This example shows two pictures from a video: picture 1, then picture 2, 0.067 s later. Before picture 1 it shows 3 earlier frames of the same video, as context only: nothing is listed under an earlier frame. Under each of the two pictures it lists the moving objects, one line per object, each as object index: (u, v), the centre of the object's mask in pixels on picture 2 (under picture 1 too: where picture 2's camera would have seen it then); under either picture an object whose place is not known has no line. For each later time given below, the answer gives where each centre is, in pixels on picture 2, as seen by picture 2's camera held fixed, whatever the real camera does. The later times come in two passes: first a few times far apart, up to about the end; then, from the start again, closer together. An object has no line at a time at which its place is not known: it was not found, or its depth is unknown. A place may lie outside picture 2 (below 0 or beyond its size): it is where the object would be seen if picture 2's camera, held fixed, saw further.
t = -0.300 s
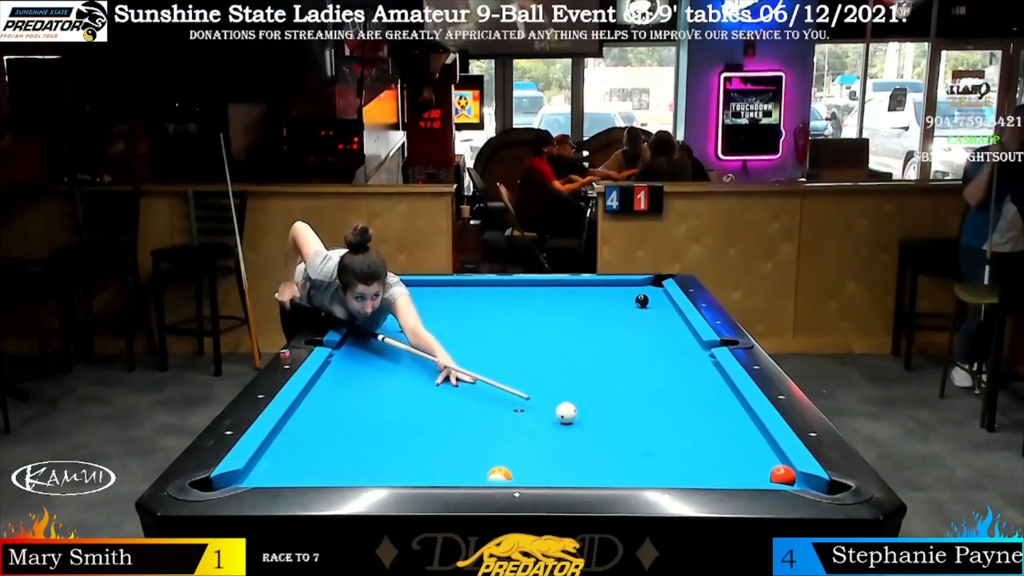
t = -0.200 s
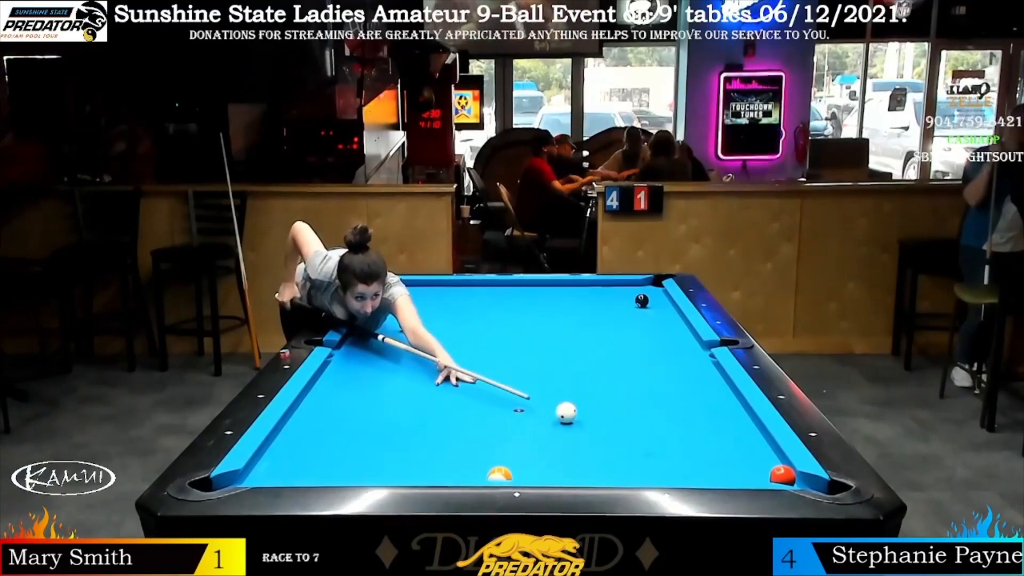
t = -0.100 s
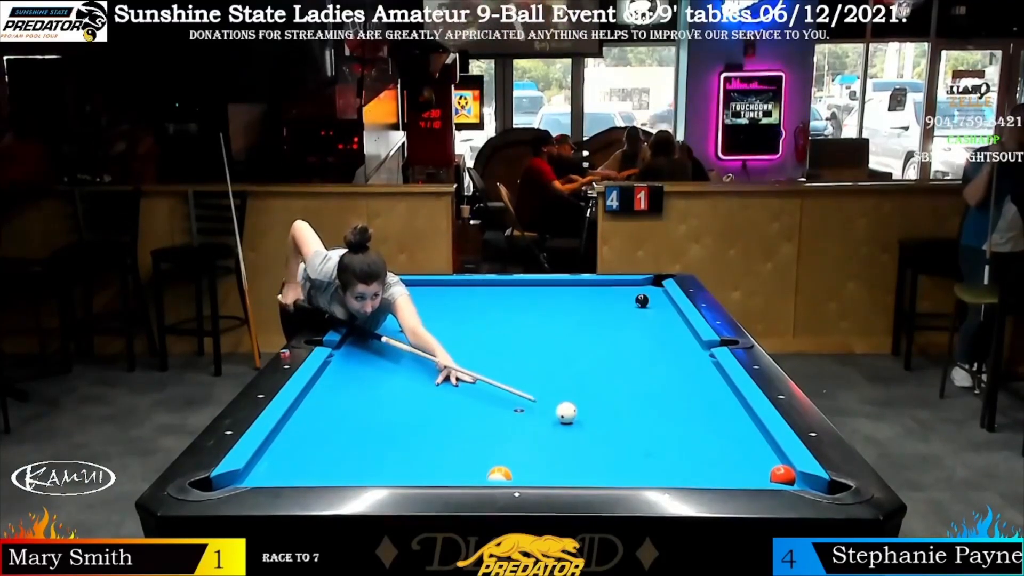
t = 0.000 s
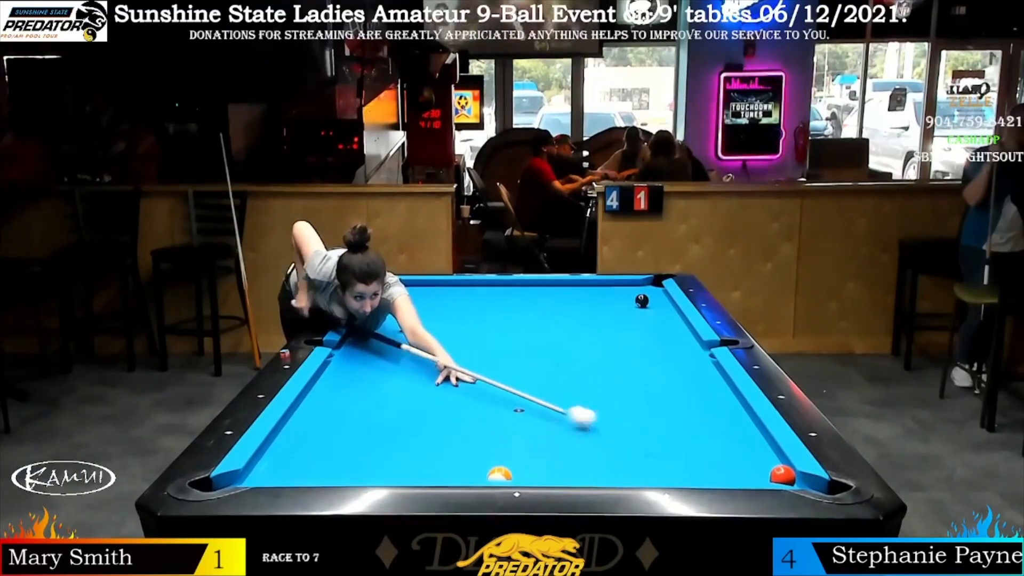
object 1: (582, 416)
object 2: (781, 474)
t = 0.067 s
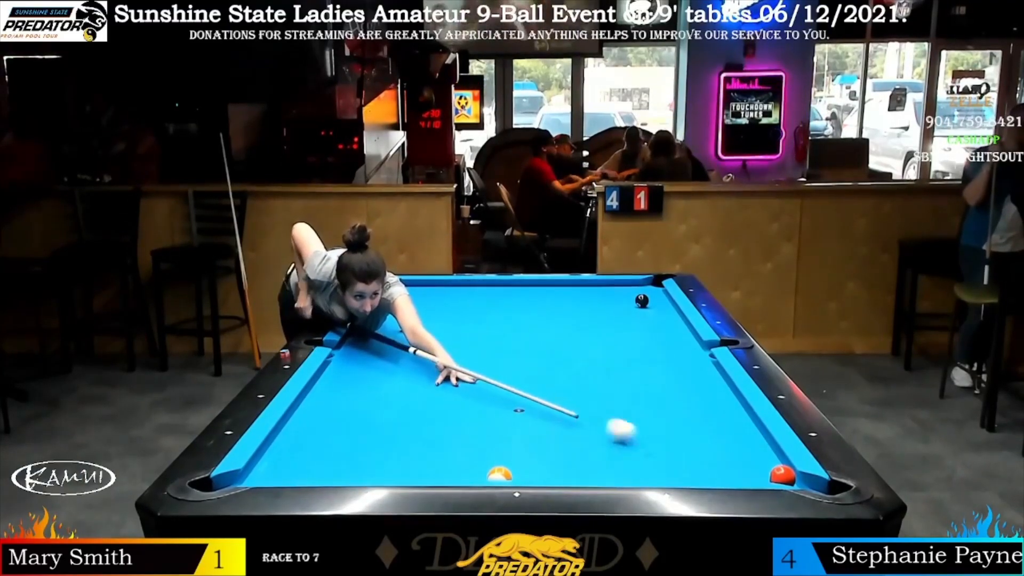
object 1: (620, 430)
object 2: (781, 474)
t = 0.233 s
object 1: (714, 461)
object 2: (781, 474)
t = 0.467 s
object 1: (749, 467)
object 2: (812, 488)
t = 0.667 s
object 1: (744, 450)
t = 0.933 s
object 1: (739, 429)
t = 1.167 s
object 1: (736, 413)
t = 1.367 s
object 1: (733, 401)
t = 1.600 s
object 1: (727, 389)
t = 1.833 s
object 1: (716, 379)
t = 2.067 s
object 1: (707, 370)
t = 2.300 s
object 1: (698, 362)
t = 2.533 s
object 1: (691, 355)
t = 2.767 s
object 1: (684, 349)
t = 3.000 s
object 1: (677, 343)
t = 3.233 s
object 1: (671, 338)
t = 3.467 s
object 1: (666, 333)
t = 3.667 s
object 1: (662, 330)
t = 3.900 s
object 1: (657, 326)
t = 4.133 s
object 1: (653, 323)
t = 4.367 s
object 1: (649, 320)
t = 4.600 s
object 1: (645, 318)
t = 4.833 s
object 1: (643, 315)
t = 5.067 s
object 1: (640, 313)
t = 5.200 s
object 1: (638, 312)
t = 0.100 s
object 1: (640, 436)
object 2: (781, 474)
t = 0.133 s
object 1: (659, 443)
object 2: (781, 474)
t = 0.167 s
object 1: (678, 449)
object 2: (781, 474)
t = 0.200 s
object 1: (696, 455)
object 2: (781, 474)
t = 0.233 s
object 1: (714, 461)
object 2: (781, 474)
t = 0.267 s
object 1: (733, 468)
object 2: (781, 474)
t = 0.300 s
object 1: (752, 472)
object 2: (781, 474)
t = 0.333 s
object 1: (757, 476)
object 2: (796, 476)
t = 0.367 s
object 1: (755, 475)
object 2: (802, 479)
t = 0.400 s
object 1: (752, 472)
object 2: (804, 481)
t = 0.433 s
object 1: (750, 470)
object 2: (808, 484)
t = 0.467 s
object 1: (749, 467)
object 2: (812, 488)
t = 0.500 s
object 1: (748, 465)
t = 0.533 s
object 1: (747, 461)
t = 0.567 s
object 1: (746, 458)
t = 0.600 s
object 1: (746, 456)
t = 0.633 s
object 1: (745, 453)
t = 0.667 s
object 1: (744, 450)
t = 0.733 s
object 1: (743, 444)
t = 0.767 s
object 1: (742, 441)
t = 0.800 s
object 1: (742, 439)
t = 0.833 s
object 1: (741, 436)
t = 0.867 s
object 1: (741, 434)
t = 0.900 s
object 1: (740, 431)
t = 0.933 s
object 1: (739, 429)
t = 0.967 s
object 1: (739, 427)
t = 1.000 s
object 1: (738, 424)
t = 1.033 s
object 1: (738, 422)
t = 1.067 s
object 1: (737, 420)
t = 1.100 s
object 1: (737, 417)
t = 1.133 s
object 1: (736, 415)
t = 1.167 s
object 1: (736, 413)
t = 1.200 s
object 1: (735, 411)
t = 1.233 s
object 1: (735, 409)
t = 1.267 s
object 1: (734, 407)
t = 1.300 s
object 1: (734, 405)
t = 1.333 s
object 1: (733, 403)
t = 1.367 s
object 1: (733, 401)
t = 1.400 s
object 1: (732, 400)
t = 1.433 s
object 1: (732, 398)
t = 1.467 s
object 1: (732, 396)
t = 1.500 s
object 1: (731, 394)
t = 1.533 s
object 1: (730, 392)
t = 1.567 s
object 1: (728, 391)
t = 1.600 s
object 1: (727, 389)
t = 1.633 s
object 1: (725, 388)
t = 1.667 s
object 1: (723, 386)
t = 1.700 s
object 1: (722, 385)
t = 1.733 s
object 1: (721, 384)
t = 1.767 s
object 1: (719, 382)
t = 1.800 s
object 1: (718, 381)
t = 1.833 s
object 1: (716, 379)
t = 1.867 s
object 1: (715, 378)
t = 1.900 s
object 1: (713, 377)
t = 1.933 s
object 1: (712, 376)
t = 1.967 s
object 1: (711, 374)
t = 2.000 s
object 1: (709, 373)
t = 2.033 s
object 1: (708, 372)
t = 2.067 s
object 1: (707, 370)
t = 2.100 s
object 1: (706, 369)
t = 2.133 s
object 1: (705, 368)
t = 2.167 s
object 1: (703, 367)
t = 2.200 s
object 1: (702, 366)
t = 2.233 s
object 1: (701, 365)
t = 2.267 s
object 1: (699, 364)
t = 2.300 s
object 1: (698, 362)
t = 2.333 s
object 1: (697, 361)
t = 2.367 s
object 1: (696, 360)
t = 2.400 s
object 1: (695, 360)
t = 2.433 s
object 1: (694, 358)
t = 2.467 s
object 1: (693, 357)
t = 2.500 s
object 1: (691, 356)
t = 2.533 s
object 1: (691, 355)
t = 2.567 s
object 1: (689, 354)
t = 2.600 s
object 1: (688, 354)
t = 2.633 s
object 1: (687, 353)
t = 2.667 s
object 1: (686, 352)
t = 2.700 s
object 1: (686, 351)
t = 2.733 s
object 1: (684, 350)
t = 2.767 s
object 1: (684, 349)
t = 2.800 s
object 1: (683, 348)
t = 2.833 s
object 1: (682, 347)
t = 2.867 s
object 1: (681, 346)
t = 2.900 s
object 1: (680, 346)
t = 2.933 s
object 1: (679, 345)
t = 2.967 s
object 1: (678, 344)
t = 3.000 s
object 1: (677, 343)
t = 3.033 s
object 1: (677, 342)
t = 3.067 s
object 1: (676, 342)
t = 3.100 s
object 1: (675, 341)
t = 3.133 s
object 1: (674, 340)
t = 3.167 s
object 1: (673, 339)
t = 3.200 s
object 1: (672, 339)
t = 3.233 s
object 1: (671, 338)
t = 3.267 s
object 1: (671, 337)
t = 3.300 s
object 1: (670, 336)
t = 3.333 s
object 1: (669, 336)
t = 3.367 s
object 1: (668, 335)
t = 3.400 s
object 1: (668, 335)
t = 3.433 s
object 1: (667, 334)
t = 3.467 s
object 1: (666, 333)
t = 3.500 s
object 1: (665, 333)
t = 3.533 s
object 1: (665, 332)
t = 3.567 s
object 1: (664, 331)
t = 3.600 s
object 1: (663, 331)
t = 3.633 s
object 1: (663, 330)
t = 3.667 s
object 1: (662, 330)
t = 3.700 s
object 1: (661, 329)
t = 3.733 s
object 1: (660, 329)
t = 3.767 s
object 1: (660, 328)
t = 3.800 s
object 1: (659, 328)
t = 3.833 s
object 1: (658, 327)
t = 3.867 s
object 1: (658, 327)
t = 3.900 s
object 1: (657, 326)
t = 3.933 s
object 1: (656, 326)
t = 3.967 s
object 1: (656, 325)
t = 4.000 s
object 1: (655, 324)
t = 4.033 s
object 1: (654, 324)
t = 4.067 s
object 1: (654, 324)
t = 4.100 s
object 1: (653, 323)
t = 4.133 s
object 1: (653, 323)
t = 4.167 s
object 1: (652, 323)
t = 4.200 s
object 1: (652, 322)
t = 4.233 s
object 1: (651, 322)
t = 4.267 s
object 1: (650, 321)
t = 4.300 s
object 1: (650, 321)
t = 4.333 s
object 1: (649, 321)
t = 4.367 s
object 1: (649, 320)
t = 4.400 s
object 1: (648, 320)
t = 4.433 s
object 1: (648, 319)
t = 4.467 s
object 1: (647, 319)
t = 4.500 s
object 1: (647, 318)
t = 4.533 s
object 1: (646, 318)
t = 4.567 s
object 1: (646, 318)
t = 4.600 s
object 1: (645, 318)
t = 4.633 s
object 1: (645, 317)
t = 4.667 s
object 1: (645, 317)
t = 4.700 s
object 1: (644, 316)
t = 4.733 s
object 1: (644, 316)
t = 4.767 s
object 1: (643, 316)
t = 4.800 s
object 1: (643, 315)
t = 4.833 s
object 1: (643, 315)
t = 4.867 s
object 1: (642, 315)
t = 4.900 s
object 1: (642, 315)
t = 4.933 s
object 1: (641, 314)
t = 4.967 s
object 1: (641, 314)
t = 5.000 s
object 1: (641, 314)
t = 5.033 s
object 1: (640, 314)
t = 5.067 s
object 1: (640, 313)
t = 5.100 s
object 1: (640, 313)
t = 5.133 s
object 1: (639, 313)
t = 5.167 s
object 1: (639, 313)
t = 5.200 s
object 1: (638, 312)
